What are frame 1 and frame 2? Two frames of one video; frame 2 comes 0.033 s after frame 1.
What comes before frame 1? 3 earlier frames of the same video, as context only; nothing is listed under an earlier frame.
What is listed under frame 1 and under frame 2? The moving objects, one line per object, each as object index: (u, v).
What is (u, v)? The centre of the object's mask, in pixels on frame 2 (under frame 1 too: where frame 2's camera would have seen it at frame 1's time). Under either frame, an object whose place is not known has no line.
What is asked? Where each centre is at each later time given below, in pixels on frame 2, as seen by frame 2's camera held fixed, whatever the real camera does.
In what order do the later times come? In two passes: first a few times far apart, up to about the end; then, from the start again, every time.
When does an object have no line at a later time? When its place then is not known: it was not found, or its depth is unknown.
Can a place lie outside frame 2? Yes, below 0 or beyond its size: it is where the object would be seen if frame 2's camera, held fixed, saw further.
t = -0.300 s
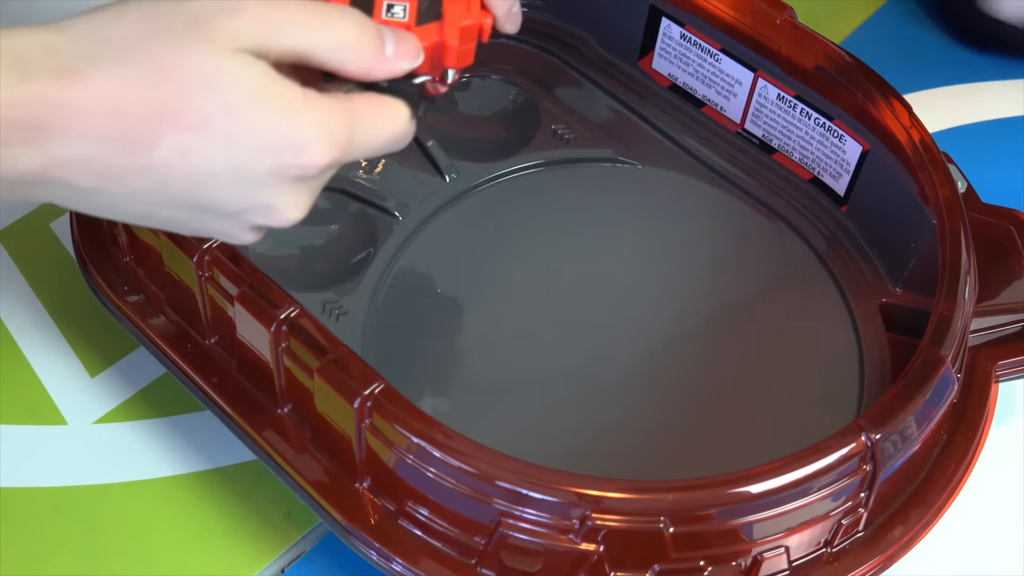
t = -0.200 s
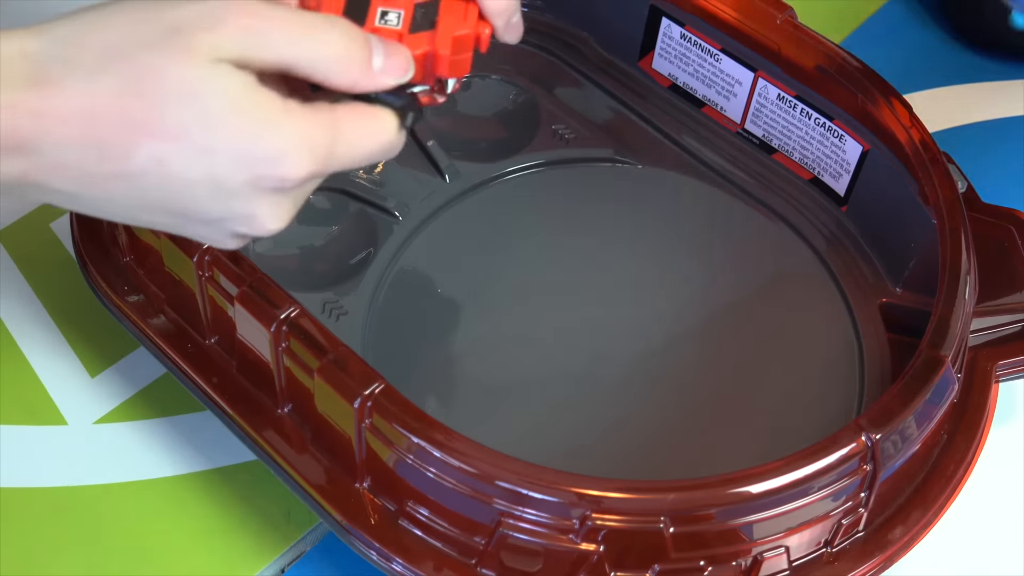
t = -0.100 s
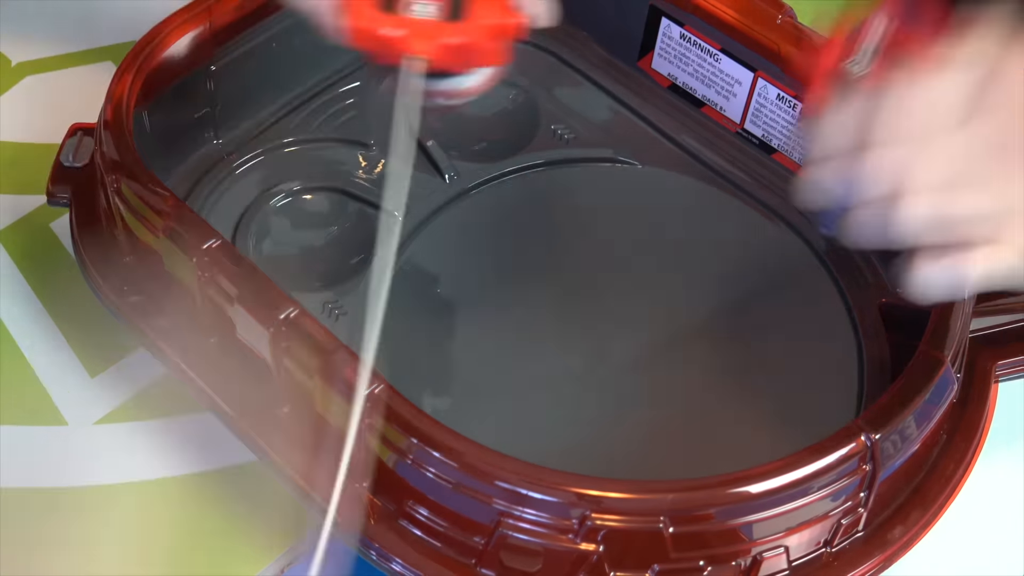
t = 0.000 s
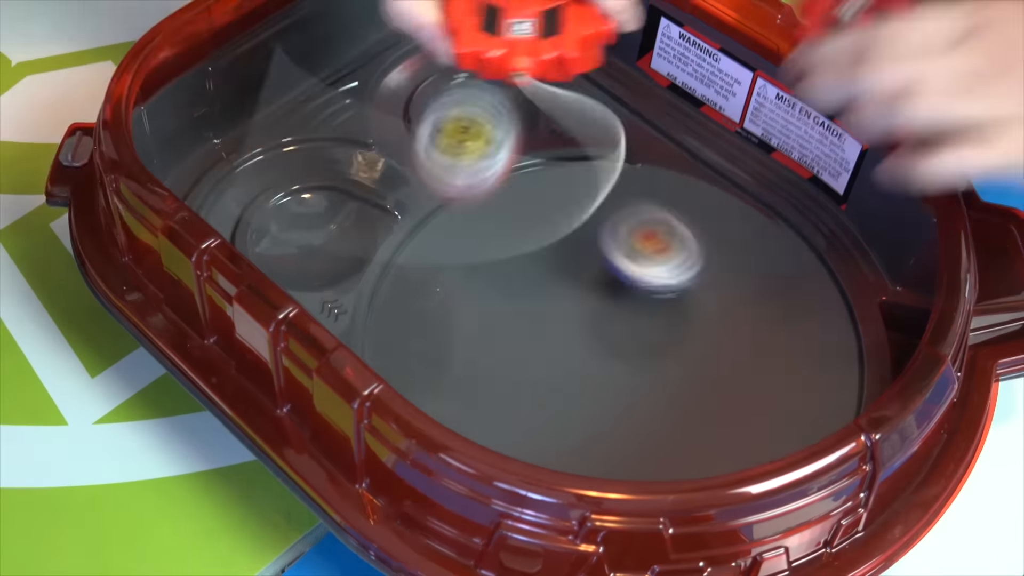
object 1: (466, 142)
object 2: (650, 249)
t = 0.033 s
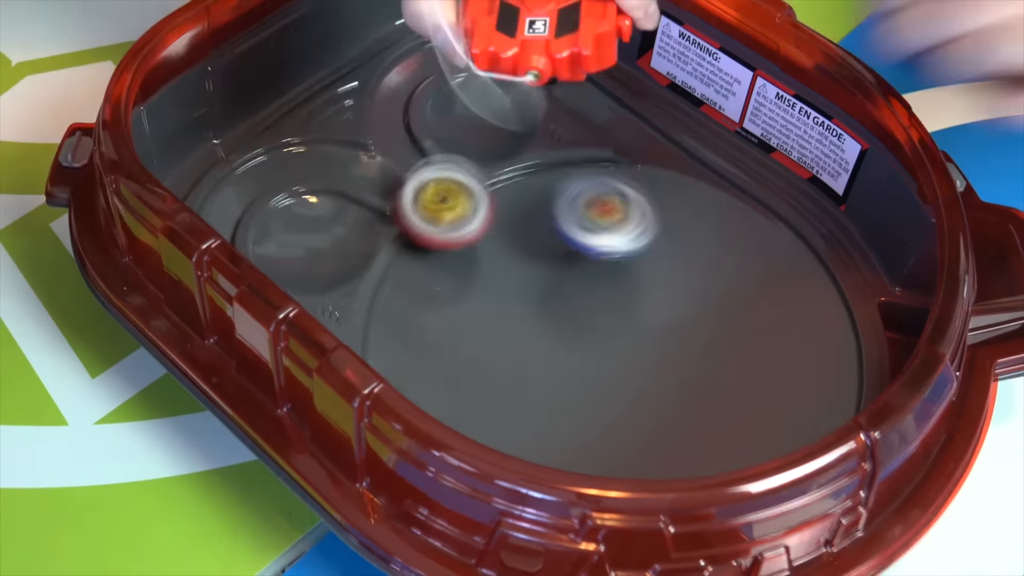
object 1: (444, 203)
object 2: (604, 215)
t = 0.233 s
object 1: (584, 314)
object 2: (481, 352)
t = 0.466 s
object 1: (808, 356)
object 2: (686, 469)
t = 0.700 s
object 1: (751, 196)
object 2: (837, 251)
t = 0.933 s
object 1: (496, 21)
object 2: (615, 172)
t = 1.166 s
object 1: (301, 119)
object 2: (491, 426)
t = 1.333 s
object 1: (229, 175)
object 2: (745, 448)
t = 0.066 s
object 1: (460, 198)
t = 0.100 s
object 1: (479, 189)
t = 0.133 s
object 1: (503, 194)
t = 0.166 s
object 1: (527, 222)
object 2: (467, 255)
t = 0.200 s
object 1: (551, 261)
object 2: (480, 311)
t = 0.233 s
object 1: (584, 314)
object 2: (481, 352)
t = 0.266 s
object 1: (623, 345)
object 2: (483, 394)
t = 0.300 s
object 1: (656, 361)
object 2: (500, 418)
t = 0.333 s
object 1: (689, 377)
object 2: (524, 439)
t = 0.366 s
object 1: (721, 382)
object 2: (557, 456)
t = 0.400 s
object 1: (753, 379)
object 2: (597, 467)
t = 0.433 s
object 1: (782, 371)
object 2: (641, 472)
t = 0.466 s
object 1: (808, 356)
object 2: (686, 469)
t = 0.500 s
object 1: (830, 335)
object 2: (731, 459)
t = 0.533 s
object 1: (843, 311)
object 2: (773, 440)
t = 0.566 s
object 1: (832, 282)
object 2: (812, 414)
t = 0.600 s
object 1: (815, 266)
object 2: (845, 381)
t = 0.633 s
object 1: (798, 241)
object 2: (867, 340)
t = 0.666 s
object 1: (777, 219)
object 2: (857, 294)
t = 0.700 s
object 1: (751, 196)
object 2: (837, 251)
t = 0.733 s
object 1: (715, 165)
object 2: (816, 225)
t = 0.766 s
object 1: (676, 142)
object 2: (784, 203)
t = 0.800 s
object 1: (641, 124)
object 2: (747, 180)
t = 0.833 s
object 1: (620, 101)
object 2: (704, 156)
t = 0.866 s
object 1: (581, 72)
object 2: (678, 154)
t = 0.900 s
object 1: (540, 42)
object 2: (650, 161)
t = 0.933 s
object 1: (496, 21)
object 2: (615, 172)
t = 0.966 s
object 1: (444, 13)
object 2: (577, 190)
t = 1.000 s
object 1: (400, 20)
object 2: (539, 218)
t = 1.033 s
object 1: (371, 35)
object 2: (506, 255)
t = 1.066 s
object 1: (348, 55)
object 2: (481, 299)
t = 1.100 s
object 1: (329, 76)
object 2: (467, 349)
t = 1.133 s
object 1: (313, 96)
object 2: (471, 393)
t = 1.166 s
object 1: (301, 119)
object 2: (491, 426)
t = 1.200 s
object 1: (290, 141)
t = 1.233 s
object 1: (278, 139)
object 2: (576, 469)
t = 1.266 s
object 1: (264, 143)
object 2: (628, 467)
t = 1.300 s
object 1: (247, 155)
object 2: (683, 462)
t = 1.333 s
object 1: (229, 175)
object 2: (745, 448)
